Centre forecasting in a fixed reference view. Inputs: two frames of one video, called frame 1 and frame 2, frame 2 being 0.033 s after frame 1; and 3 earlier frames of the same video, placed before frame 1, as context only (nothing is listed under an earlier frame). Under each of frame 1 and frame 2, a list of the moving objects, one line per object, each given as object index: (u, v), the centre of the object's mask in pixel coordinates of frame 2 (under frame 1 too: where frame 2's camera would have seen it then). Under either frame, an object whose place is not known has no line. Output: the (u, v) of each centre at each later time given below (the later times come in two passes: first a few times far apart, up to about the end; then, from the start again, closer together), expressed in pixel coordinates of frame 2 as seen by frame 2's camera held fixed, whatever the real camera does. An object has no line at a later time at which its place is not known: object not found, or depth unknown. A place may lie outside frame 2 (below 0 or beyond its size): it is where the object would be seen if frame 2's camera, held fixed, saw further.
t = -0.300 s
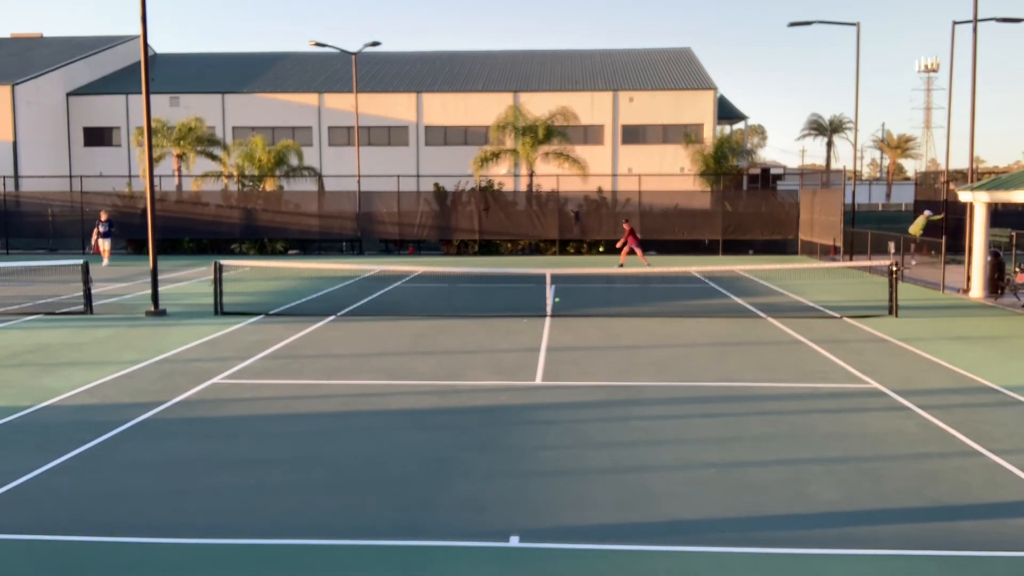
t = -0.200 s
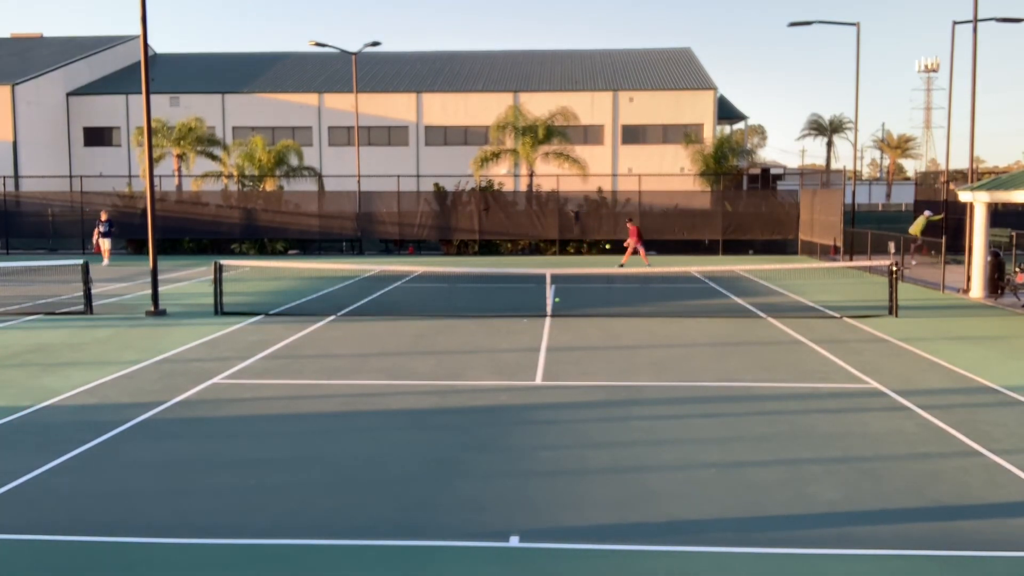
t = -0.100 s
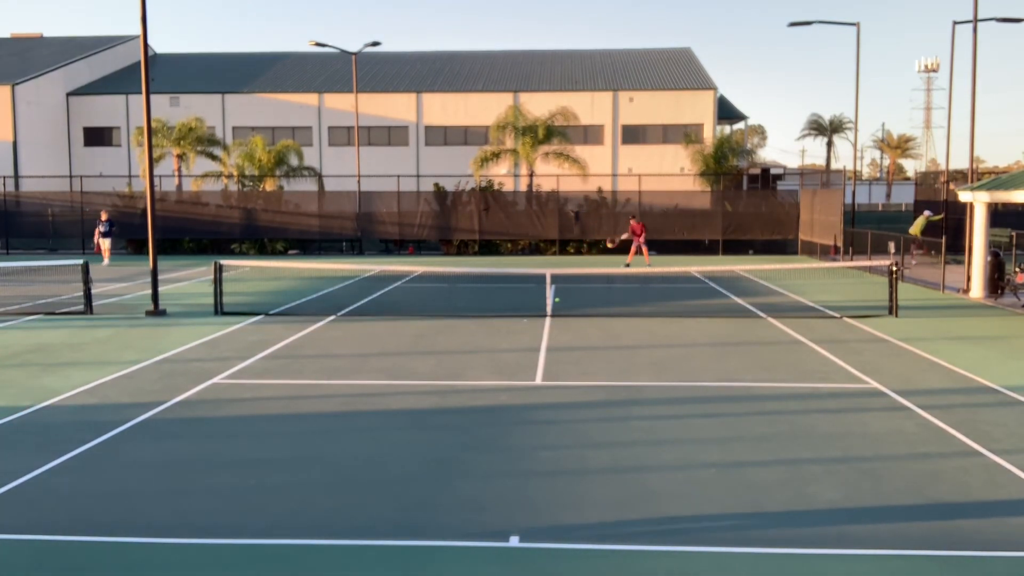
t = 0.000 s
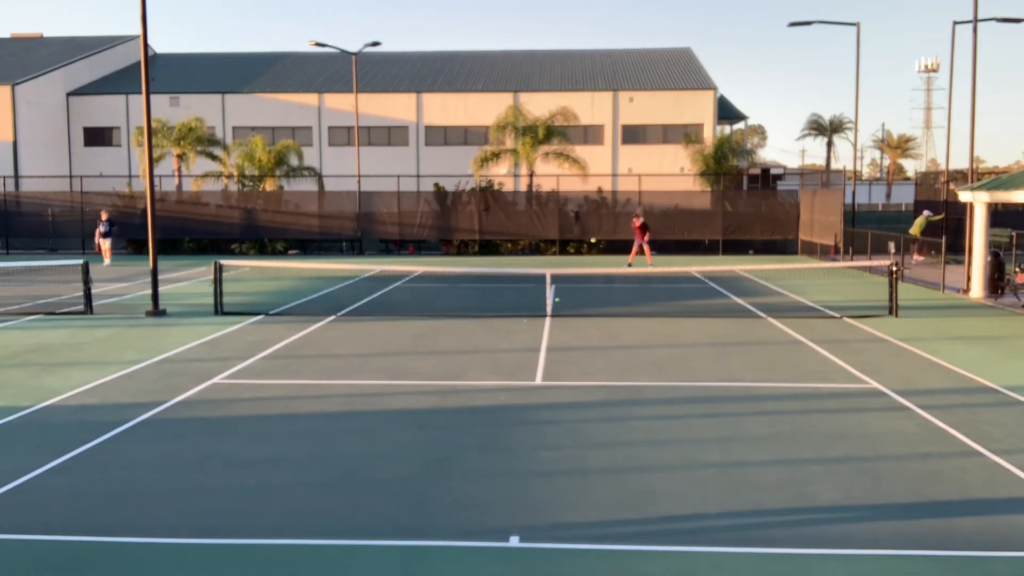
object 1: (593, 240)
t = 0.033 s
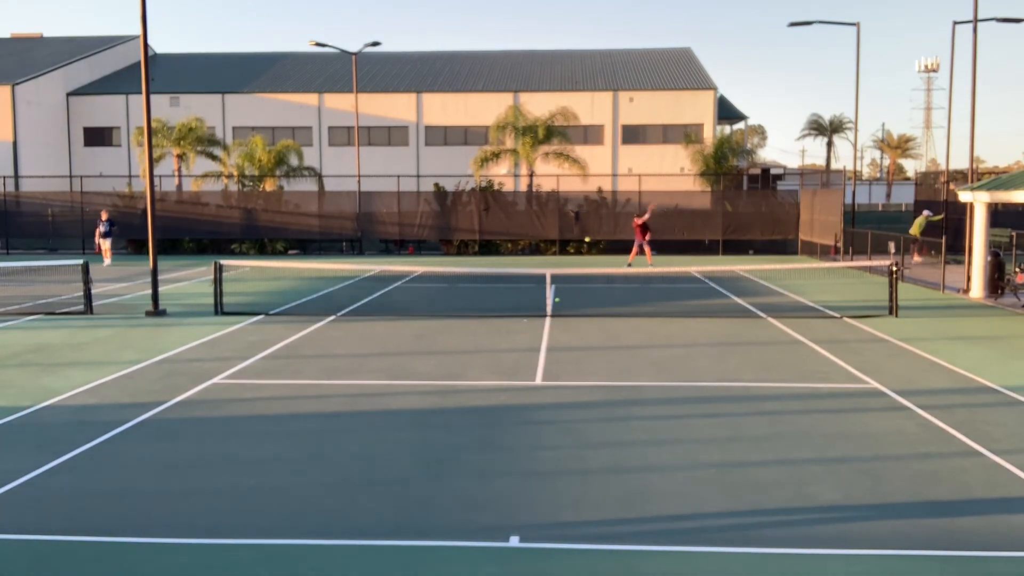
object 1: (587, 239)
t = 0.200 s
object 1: (553, 243)
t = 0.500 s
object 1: (466, 305)
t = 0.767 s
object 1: (349, 373)
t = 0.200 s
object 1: (553, 243)
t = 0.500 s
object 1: (466, 305)
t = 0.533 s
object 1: (453, 318)
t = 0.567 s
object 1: (439, 334)
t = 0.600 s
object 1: (424, 352)
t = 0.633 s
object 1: (408, 372)
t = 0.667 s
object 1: (394, 379)
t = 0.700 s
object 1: (380, 376)
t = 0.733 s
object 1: (365, 375)
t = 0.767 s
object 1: (349, 373)
